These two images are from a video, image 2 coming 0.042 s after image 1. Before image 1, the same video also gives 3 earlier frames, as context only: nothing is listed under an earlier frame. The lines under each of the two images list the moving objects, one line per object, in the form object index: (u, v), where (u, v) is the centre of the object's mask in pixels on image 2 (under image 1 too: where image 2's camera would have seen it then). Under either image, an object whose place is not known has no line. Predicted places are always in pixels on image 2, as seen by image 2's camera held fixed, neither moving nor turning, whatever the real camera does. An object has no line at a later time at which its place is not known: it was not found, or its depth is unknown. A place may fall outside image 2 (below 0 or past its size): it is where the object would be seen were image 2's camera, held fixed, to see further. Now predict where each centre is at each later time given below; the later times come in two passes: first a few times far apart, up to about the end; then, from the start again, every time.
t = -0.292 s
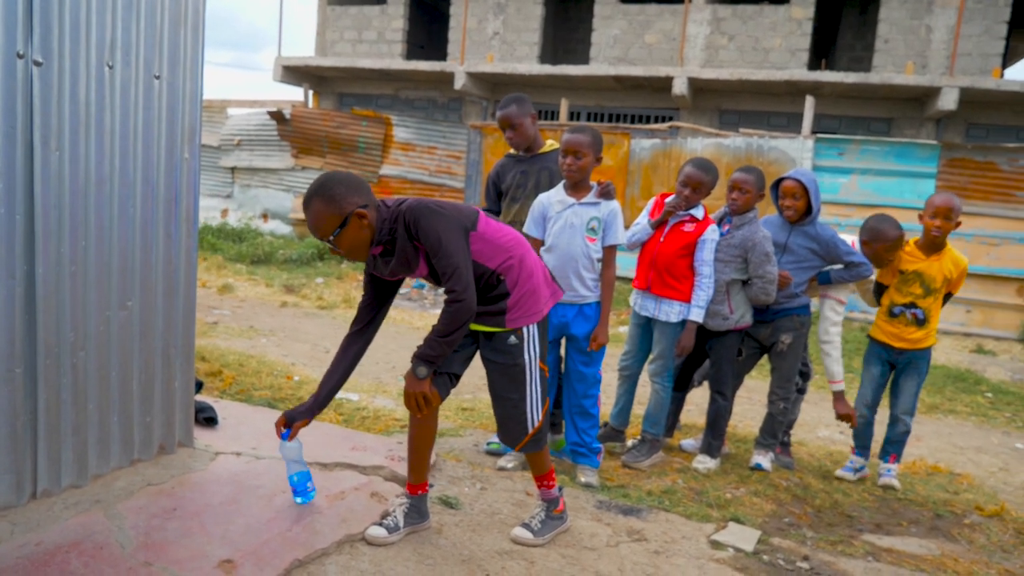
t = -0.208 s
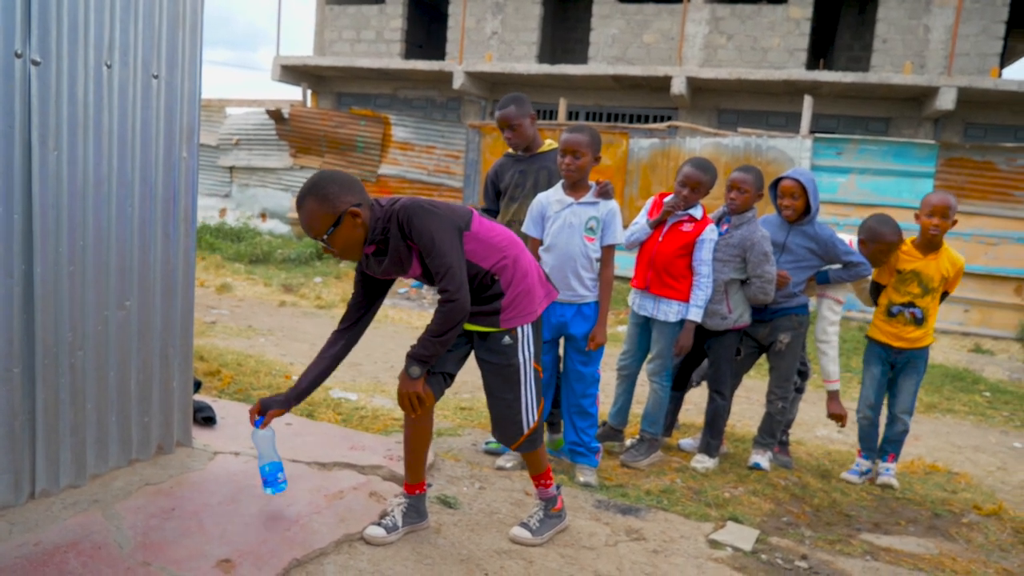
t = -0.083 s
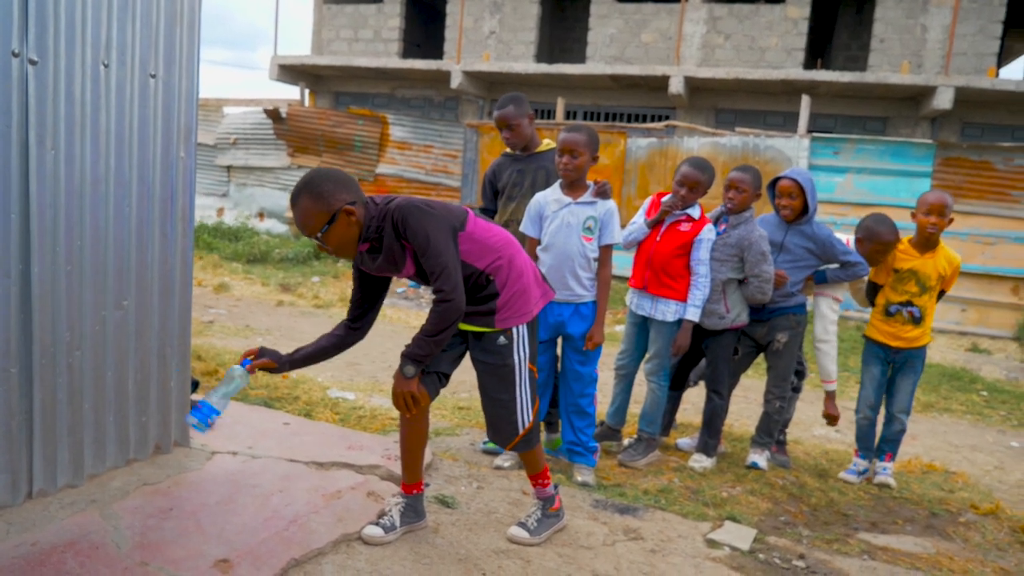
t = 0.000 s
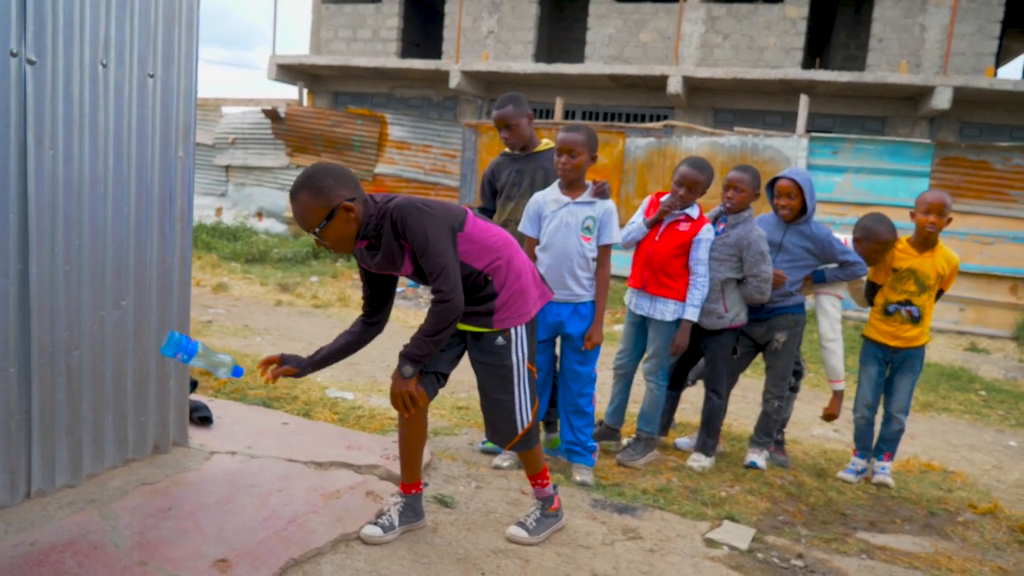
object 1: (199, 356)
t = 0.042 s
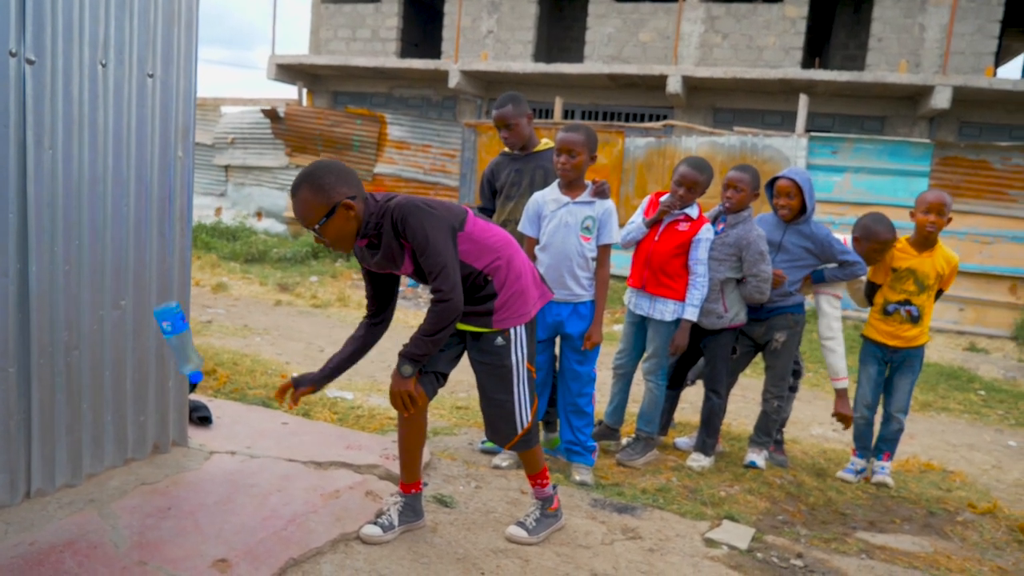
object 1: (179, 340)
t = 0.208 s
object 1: (119, 280)
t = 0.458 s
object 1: (77, 419)
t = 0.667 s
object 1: (93, 492)
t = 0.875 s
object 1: (112, 524)
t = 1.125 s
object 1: (118, 522)
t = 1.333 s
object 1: (122, 521)
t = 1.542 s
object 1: (121, 521)
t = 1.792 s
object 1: (116, 523)
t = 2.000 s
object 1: (114, 524)
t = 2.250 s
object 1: (115, 523)
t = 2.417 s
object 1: (115, 523)
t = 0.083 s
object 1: (157, 322)
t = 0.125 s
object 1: (138, 302)
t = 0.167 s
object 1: (126, 287)
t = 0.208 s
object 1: (119, 280)
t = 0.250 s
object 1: (115, 284)
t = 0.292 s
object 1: (108, 297)
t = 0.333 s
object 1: (100, 316)
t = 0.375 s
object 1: (92, 344)
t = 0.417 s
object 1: (84, 378)
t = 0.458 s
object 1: (77, 419)
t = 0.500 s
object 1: (69, 468)
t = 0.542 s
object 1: (71, 478)
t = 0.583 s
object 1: (79, 483)
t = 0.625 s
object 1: (86, 487)
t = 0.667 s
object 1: (93, 492)
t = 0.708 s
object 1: (101, 501)
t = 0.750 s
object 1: (108, 515)
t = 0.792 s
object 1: (110, 524)
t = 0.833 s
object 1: (111, 524)
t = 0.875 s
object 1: (112, 524)
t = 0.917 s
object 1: (114, 523)
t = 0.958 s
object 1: (114, 523)
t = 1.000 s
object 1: (114, 523)
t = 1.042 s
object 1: (116, 523)
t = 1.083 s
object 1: (117, 522)
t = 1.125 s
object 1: (118, 522)
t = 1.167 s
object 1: (118, 522)
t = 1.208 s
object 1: (119, 522)
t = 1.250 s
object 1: (121, 521)
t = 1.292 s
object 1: (122, 521)
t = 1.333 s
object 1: (122, 521)
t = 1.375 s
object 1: (121, 521)
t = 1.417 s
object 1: (122, 521)
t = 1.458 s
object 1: (122, 520)
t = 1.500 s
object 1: (122, 520)
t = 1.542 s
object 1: (121, 521)
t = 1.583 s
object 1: (120, 521)
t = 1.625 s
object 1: (119, 521)
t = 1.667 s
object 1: (119, 521)
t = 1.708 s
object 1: (119, 522)
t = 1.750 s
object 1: (118, 522)
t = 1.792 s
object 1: (116, 523)
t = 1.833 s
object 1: (116, 523)
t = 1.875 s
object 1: (116, 523)
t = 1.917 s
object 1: (116, 523)
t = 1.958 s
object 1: (115, 523)
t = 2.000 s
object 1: (114, 524)
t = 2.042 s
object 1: (115, 523)
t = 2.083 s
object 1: (116, 523)
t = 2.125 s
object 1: (116, 523)
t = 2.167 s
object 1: (115, 523)
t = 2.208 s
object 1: (115, 523)
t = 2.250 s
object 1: (115, 523)
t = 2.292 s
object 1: (116, 523)
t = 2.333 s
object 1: (115, 523)
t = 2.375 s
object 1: (114, 523)
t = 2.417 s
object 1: (115, 523)
